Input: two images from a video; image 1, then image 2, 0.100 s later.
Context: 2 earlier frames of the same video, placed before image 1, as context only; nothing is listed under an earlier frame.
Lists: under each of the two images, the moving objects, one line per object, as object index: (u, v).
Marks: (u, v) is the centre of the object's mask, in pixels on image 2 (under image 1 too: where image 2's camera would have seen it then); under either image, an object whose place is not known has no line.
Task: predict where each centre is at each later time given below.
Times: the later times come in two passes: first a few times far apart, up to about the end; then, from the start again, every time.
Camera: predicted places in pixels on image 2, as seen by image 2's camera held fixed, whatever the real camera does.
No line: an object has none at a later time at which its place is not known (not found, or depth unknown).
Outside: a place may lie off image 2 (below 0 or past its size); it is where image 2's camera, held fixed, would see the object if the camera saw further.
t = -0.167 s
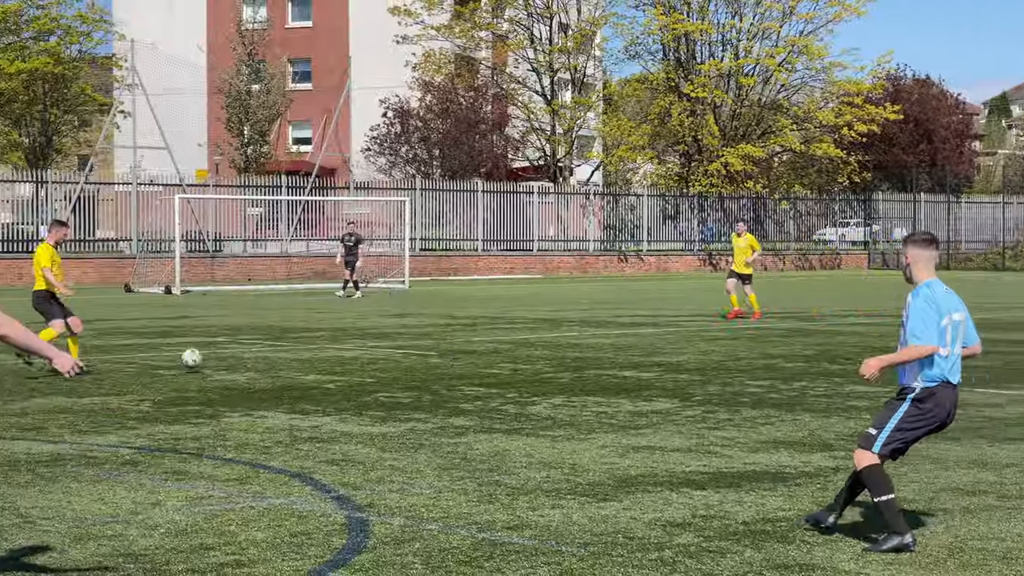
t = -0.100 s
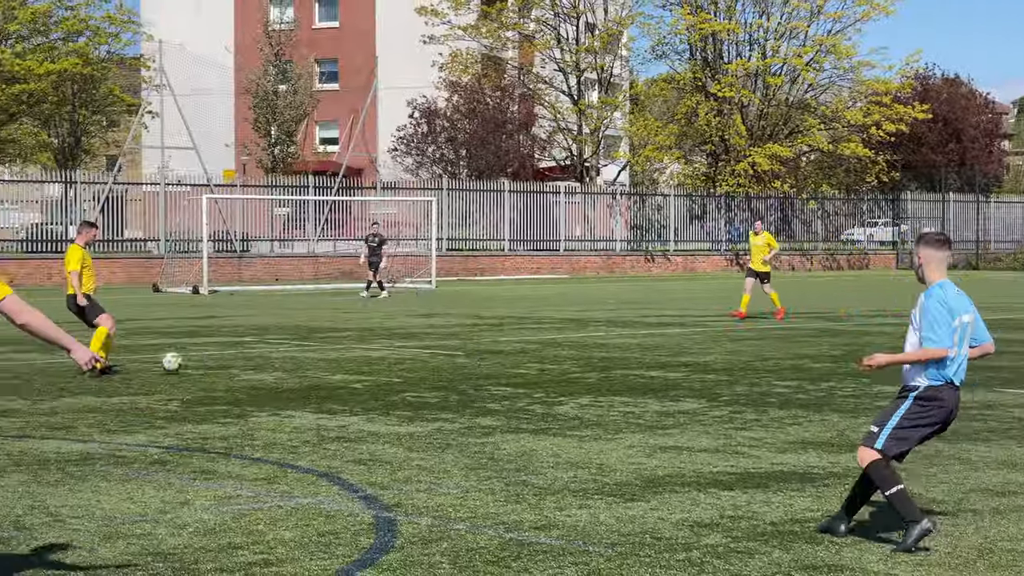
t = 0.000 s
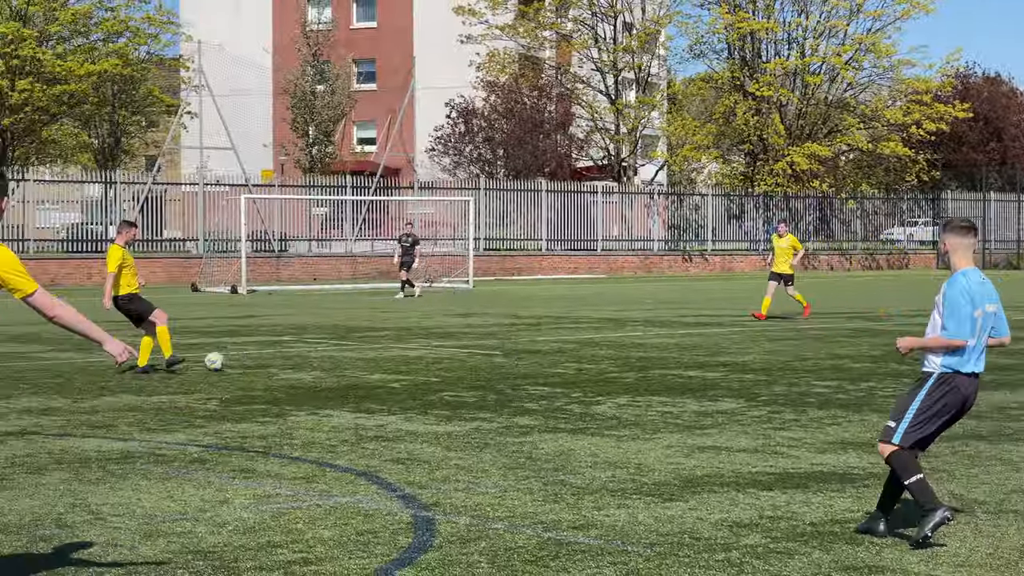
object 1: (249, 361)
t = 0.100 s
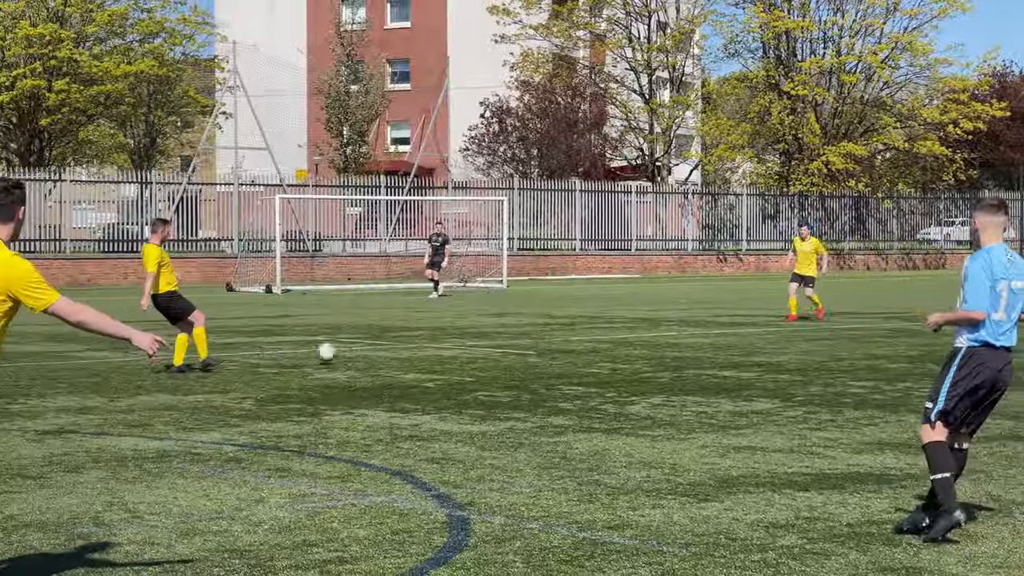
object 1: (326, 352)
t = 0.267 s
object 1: (431, 346)
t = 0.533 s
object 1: (551, 336)
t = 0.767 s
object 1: (620, 329)
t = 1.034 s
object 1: (676, 325)
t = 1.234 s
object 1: (711, 321)
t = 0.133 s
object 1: (350, 351)
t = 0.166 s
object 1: (373, 351)
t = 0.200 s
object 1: (394, 350)
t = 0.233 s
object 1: (413, 348)
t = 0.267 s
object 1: (431, 346)
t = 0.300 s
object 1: (449, 345)
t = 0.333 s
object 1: (466, 344)
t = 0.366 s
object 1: (482, 342)
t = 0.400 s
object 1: (497, 340)
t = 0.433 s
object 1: (511, 338)
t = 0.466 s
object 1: (525, 337)
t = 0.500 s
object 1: (539, 337)
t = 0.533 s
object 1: (551, 336)
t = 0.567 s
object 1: (562, 334)
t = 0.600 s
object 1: (573, 333)
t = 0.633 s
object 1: (584, 332)
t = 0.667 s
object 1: (594, 333)
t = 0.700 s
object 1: (603, 331)
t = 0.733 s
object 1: (611, 330)
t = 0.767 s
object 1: (620, 329)
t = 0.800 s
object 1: (628, 329)
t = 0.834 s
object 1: (636, 329)
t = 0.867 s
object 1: (643, 328)
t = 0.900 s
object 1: (650, 327)
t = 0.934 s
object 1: (657, 327)
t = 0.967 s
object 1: (663, 326)
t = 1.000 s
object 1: (670, 326)
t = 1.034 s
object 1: (676, 325)
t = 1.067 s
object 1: (682, 324)
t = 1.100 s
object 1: (688, 323)
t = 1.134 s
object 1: (694, 323)
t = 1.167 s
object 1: (700, 323)
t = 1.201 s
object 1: (705, 322)
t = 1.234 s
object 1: (711, 321)
